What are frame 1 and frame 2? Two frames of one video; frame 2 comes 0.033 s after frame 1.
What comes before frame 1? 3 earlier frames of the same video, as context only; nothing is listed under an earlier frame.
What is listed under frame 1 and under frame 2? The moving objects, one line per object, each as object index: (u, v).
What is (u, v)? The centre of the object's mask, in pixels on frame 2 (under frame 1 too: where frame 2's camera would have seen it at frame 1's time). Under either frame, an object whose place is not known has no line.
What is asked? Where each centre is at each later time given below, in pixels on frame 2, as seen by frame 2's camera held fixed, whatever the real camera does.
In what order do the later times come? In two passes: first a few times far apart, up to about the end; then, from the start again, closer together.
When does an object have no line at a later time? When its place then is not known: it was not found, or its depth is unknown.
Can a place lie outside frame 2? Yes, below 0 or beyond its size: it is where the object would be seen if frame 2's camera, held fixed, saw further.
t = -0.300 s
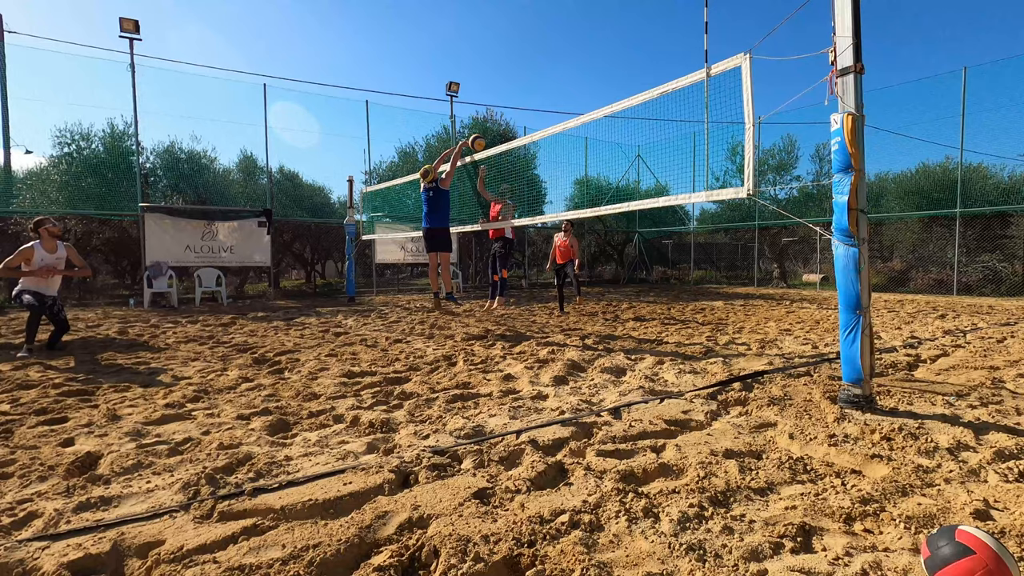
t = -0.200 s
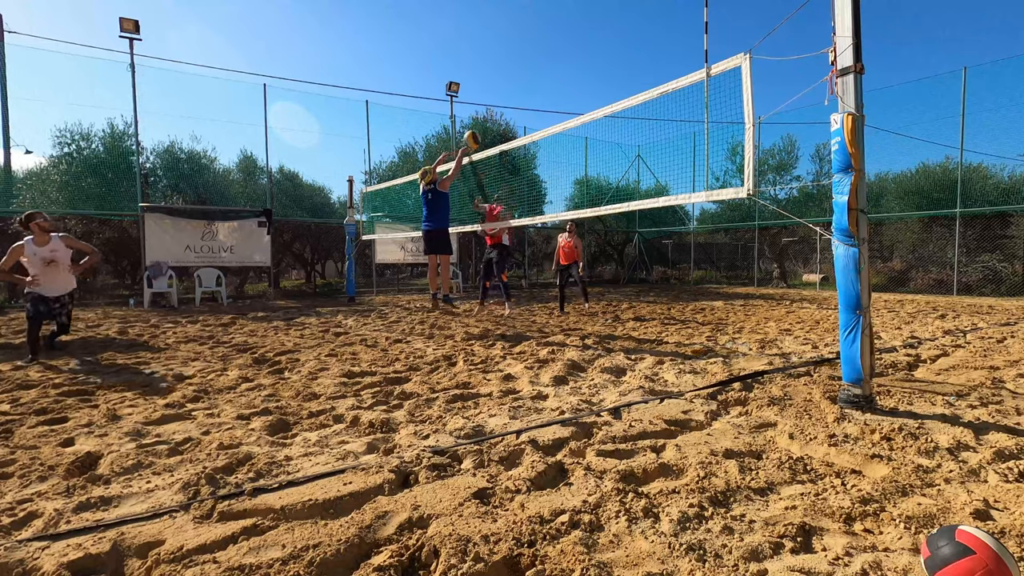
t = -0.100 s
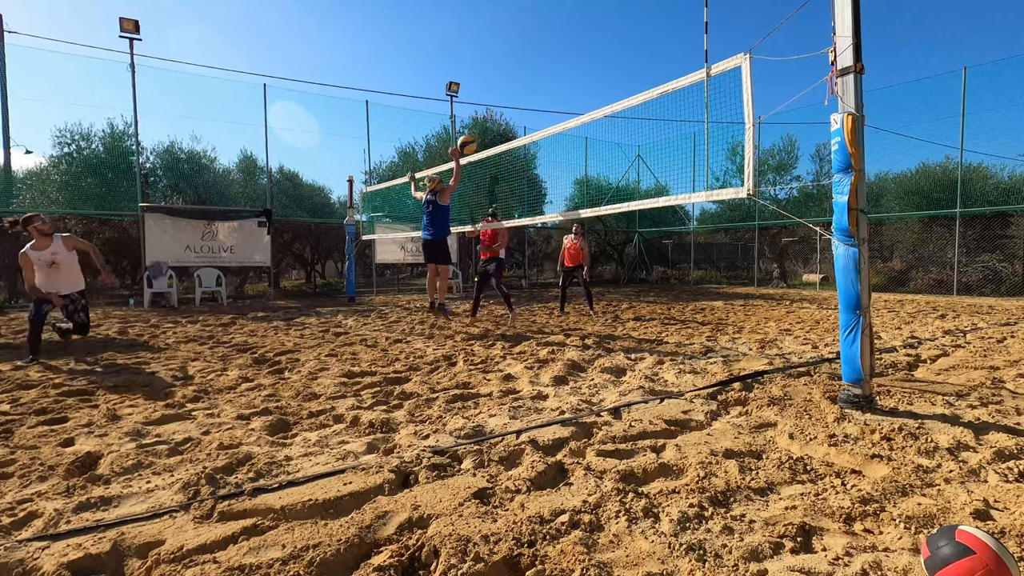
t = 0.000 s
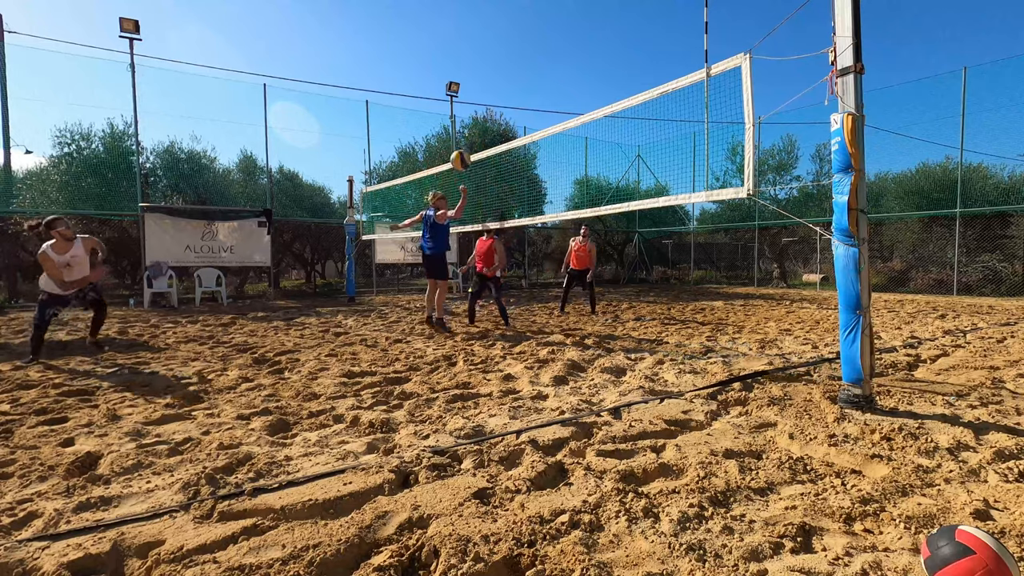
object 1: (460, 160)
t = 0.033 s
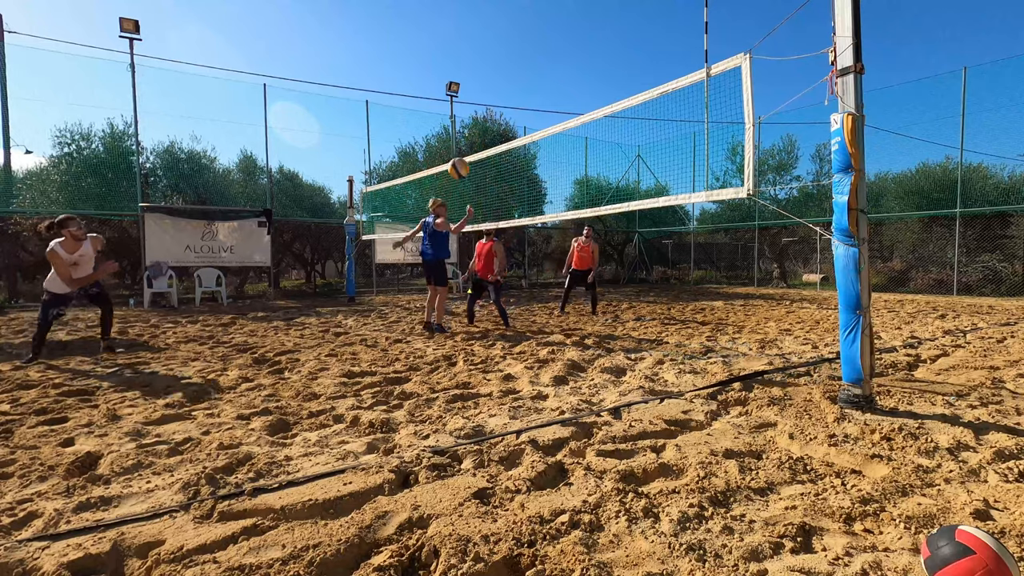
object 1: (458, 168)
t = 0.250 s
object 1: (440, 265)
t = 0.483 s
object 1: (403, 373)
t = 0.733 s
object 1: (331, 390)
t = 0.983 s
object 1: (237, 436)
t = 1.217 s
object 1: (145, 460)
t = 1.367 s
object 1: (90, 478)
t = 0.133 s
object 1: (450, 202)
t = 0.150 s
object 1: (449, 209)
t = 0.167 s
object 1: (448, 217)
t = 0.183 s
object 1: (446, 226)
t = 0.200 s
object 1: (446, 234)
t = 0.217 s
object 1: (446, 243)
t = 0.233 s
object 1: (442, 253)
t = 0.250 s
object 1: (440, 265)
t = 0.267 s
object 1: (439, 276)
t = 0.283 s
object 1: (437, 288)
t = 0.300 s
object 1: (434, 301)
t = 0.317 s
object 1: (433, 314)
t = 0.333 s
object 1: (431, 329)
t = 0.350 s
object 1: (429, 343)
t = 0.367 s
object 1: (427, 360)
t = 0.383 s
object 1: (425, 377)
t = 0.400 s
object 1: (423, 386)
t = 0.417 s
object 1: (419, 383)
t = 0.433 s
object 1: (415, 380)
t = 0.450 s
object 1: (411, 377)
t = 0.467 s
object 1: (407, 375)
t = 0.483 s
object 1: (403, 373)
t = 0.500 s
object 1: (398, 371)
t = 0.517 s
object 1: (395, 370)
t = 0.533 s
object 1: (390, 369)
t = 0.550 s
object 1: (386, 368)
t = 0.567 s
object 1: (381, 368)
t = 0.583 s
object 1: (376, 367)
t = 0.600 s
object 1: (372, 369)
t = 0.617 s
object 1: (367, 370)
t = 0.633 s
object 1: (362, 371)
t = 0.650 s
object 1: (357, 373)
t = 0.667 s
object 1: (353, 374)
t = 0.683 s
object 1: (347, 378)
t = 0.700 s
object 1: (342, 381)
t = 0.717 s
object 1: (336, 385)
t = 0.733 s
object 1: (331, 390)
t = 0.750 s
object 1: (325, 395)
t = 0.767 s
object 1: (319, 400)
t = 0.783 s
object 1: (314, 406)
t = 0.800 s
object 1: (308, 413)
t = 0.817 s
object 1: (302, 420)
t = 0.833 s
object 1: (295, 427)
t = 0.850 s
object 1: (289, 430)
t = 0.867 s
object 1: (282, 433)
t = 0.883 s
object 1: (276, 432)
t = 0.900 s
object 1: (270, 431)
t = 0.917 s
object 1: (264, 431)
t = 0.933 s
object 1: (257, 431)
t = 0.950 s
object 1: (250, 432)
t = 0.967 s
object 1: (243, 434)
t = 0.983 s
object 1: (237, 436)
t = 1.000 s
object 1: (230, 439)
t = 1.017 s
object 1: (223, 442)
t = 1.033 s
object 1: (216, 446)
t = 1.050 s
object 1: (208, 450)
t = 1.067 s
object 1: (200, 453)
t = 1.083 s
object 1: (193, 455)
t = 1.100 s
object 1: (188, 454)
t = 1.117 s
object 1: (182, 453)
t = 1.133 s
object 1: (176, 453)
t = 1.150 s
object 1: (170, 453)
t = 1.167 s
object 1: (164, 454)
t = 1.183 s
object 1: (158, 456)
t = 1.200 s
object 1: (151, 458)
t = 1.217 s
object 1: (145, 460)
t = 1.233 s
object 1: (139, 464)
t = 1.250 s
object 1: (133, 467)
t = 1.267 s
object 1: (126, 469)
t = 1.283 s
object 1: (120, 471)
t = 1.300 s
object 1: (114, 472)
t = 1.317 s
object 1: (108, 473)
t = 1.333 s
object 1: (101, 475)
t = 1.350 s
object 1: (96, 476)
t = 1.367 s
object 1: (90, 478)
